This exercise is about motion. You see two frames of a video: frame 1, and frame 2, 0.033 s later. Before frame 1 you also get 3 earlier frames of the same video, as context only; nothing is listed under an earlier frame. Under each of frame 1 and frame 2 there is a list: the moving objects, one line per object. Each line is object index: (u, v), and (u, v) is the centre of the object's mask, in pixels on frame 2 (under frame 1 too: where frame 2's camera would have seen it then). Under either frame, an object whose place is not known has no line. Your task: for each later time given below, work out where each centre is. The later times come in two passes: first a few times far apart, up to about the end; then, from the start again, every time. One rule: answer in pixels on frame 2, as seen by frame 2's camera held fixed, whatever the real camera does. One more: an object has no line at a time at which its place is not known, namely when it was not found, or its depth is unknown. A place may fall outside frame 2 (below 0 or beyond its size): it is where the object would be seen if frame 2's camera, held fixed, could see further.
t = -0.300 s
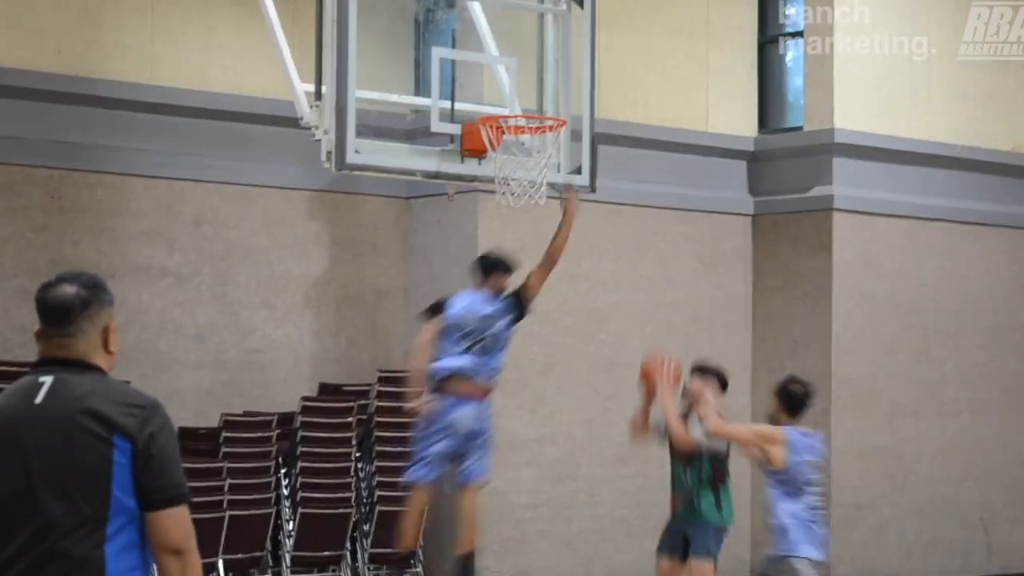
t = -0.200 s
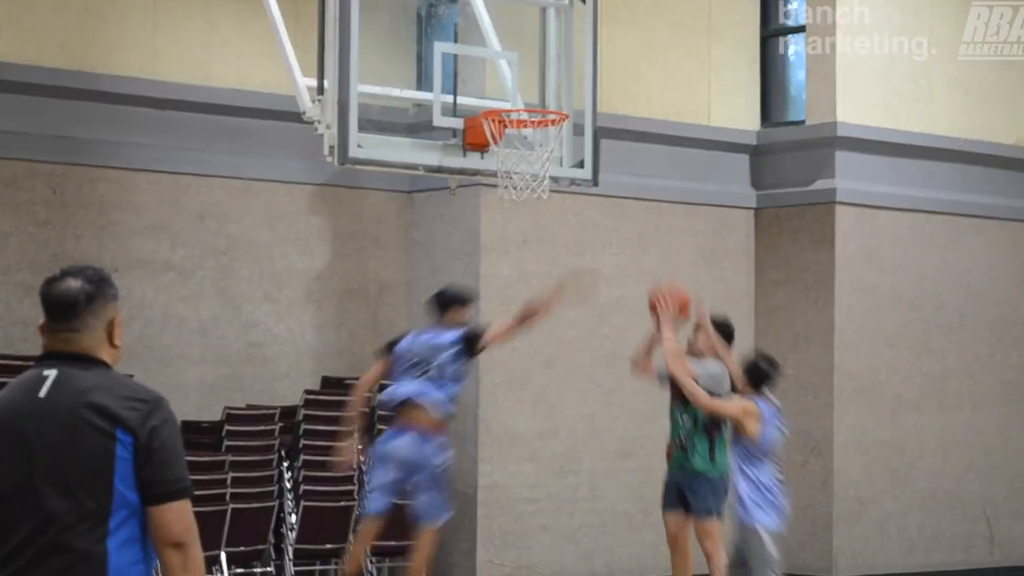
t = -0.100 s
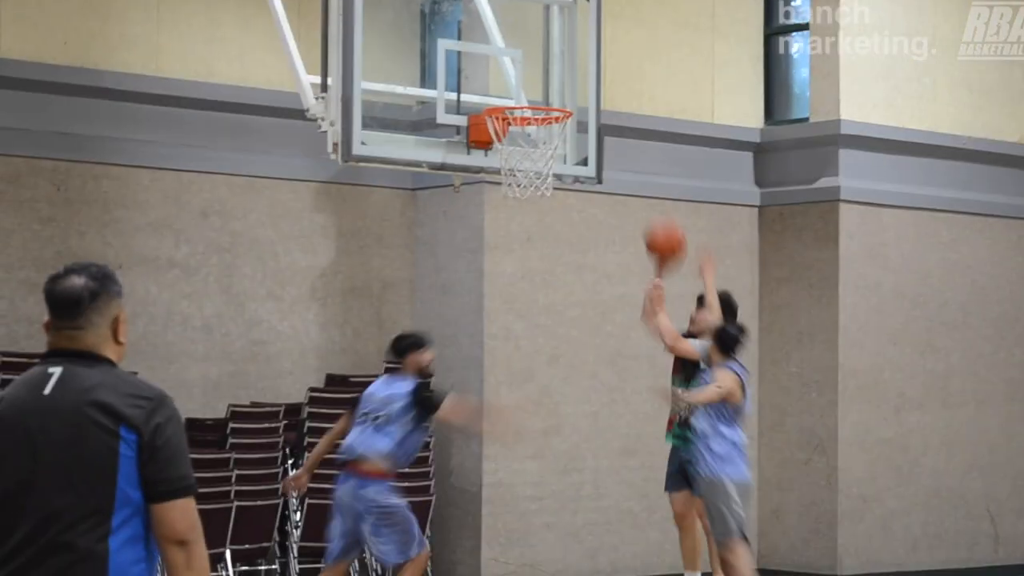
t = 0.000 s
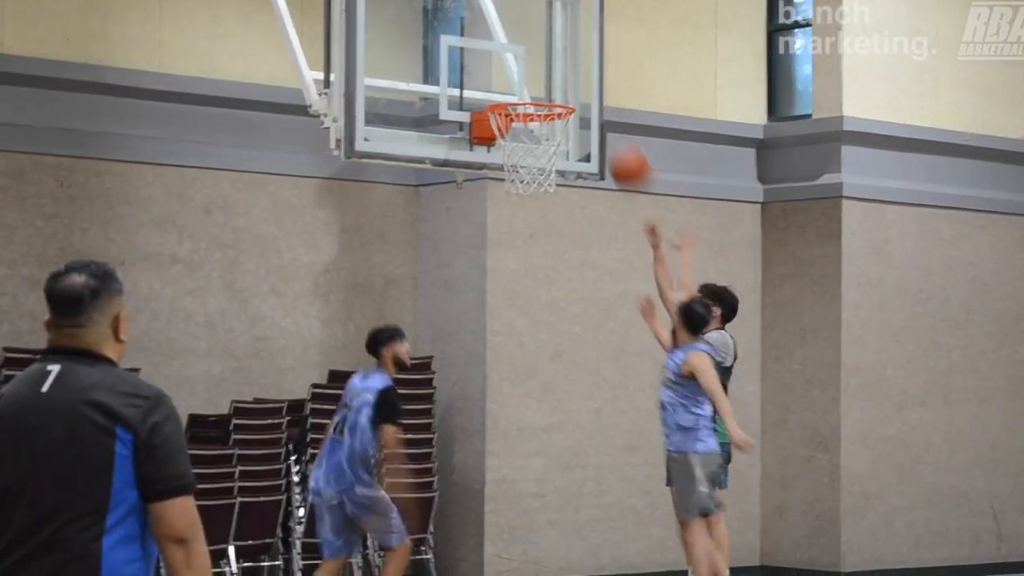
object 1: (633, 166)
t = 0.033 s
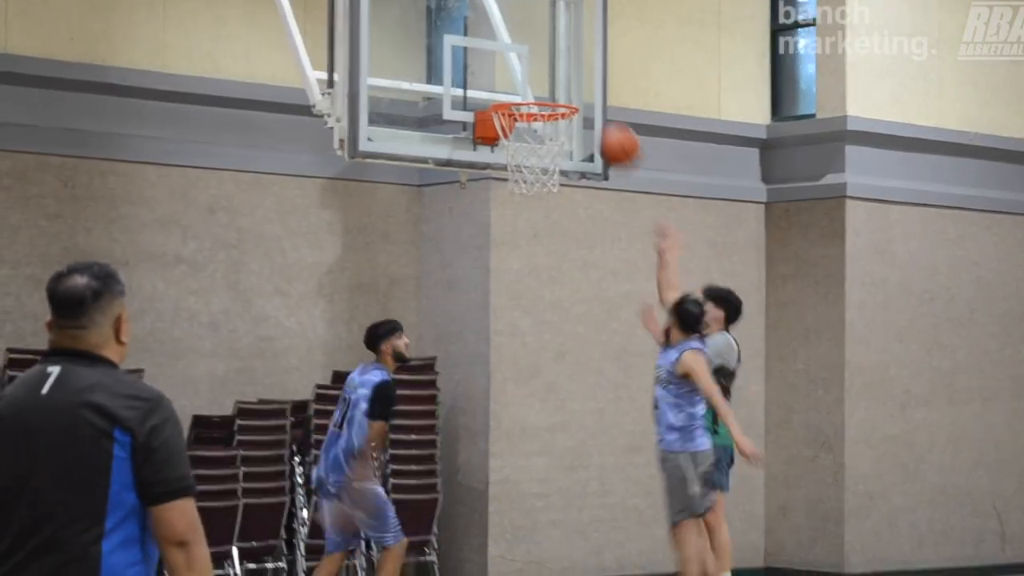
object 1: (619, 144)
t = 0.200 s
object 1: (562, 78)
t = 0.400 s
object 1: (561, 79)
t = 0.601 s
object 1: (539, 120)
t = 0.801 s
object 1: (510, 181)
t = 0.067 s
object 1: (605, 128)
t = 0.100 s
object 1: (592, 110)
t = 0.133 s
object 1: (578, 92)
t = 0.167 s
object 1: (564, 84)
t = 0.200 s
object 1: (562, 78)
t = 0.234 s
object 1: (562, 73)
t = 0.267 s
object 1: (562, 71)
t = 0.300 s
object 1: (562, 70)
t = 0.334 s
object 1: (561, 70)
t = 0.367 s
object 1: (561, 74)
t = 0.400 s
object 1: (561, 79)
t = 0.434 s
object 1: (561, 85)
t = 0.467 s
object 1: (560, 90)
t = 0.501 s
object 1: (554, 91)
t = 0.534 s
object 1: (549, 93)
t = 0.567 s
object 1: (542, 108)
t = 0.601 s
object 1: (539, 120)
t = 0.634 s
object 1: (530, 127)
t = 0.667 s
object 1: (522, 136)
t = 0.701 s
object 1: (518, 150)
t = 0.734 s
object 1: (513, 159)
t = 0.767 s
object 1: (512, 167)
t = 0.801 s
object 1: (510, 181)
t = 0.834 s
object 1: (507, 188)
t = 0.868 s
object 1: (504, 198)
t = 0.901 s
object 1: (502, 212)
